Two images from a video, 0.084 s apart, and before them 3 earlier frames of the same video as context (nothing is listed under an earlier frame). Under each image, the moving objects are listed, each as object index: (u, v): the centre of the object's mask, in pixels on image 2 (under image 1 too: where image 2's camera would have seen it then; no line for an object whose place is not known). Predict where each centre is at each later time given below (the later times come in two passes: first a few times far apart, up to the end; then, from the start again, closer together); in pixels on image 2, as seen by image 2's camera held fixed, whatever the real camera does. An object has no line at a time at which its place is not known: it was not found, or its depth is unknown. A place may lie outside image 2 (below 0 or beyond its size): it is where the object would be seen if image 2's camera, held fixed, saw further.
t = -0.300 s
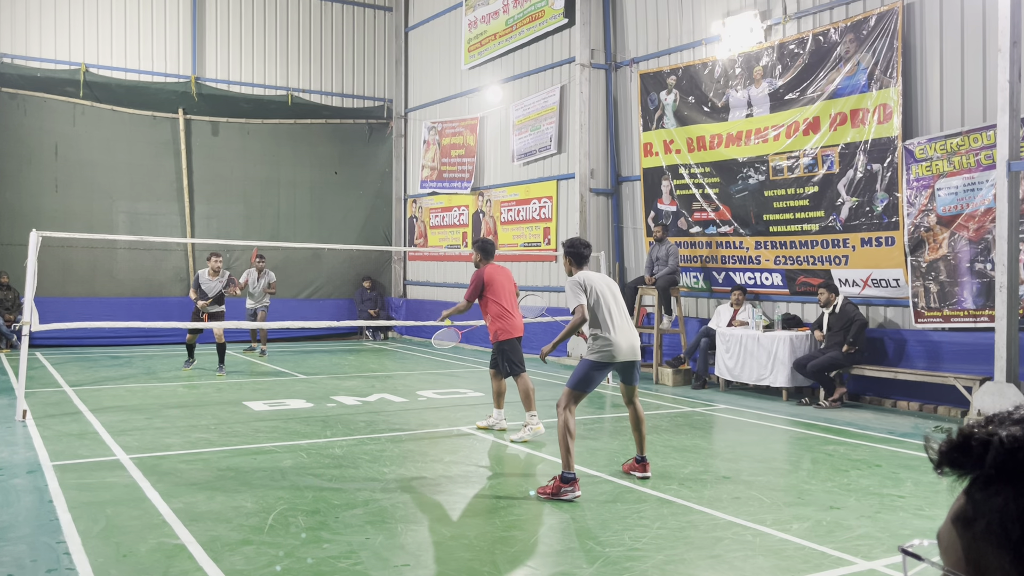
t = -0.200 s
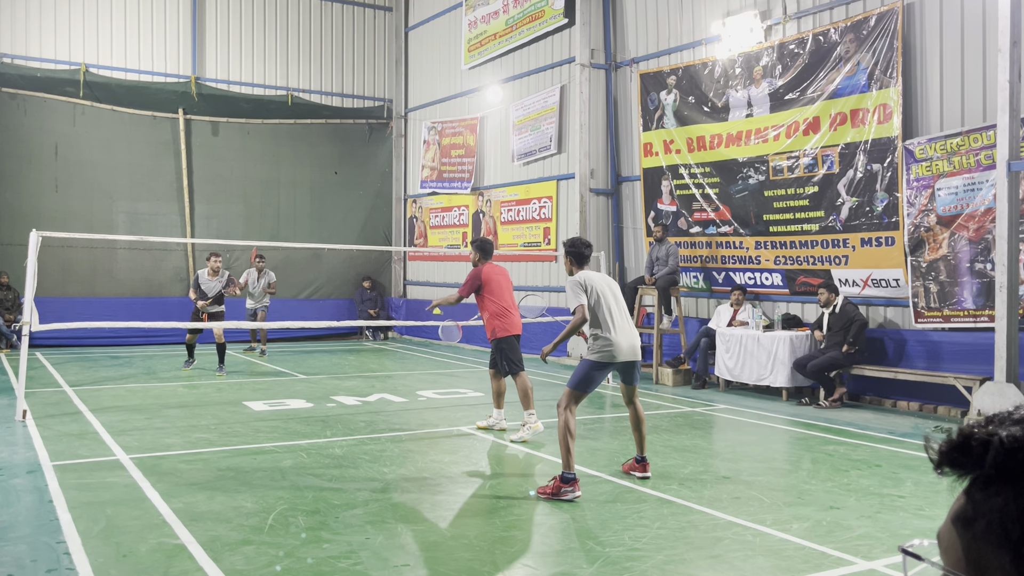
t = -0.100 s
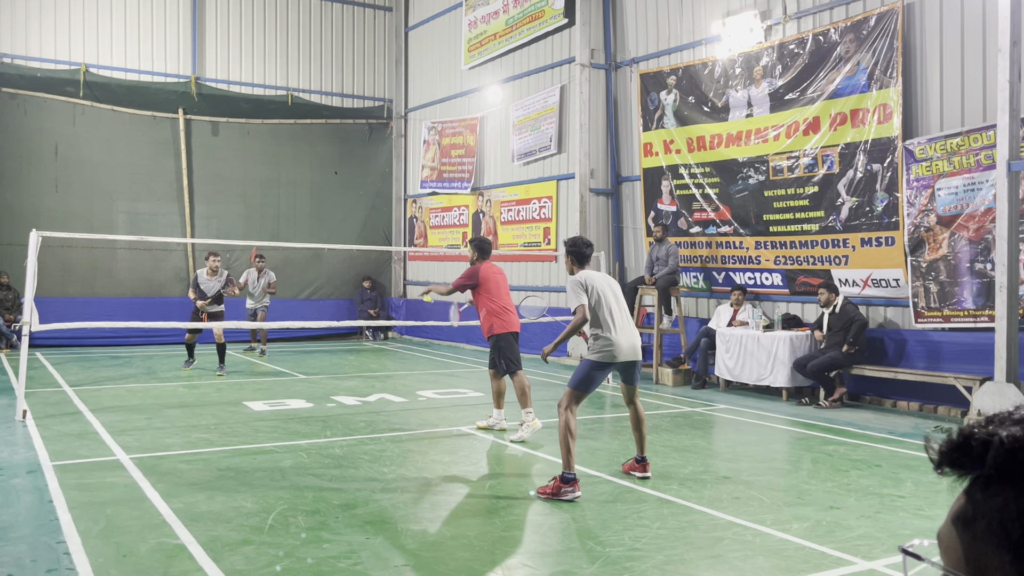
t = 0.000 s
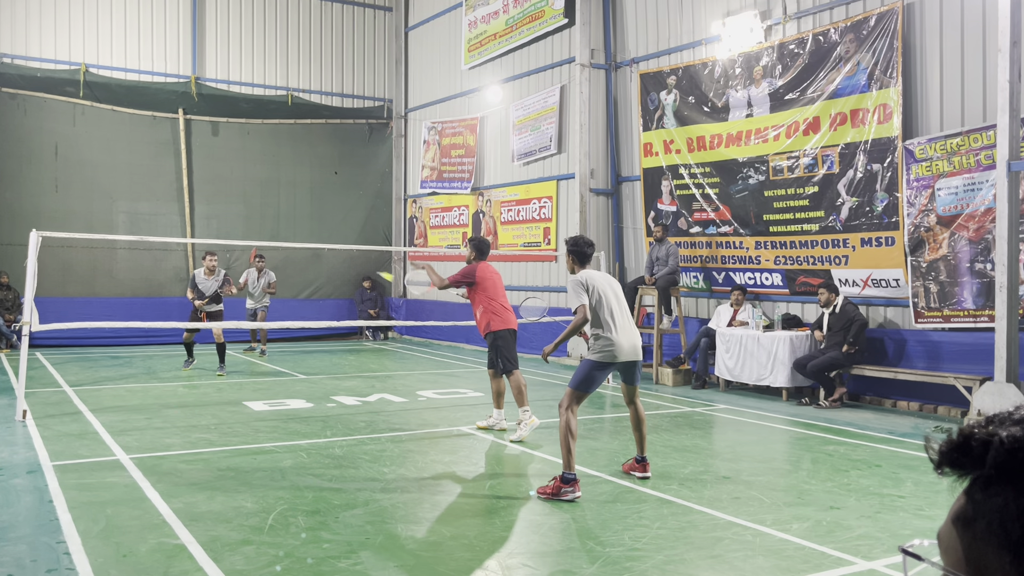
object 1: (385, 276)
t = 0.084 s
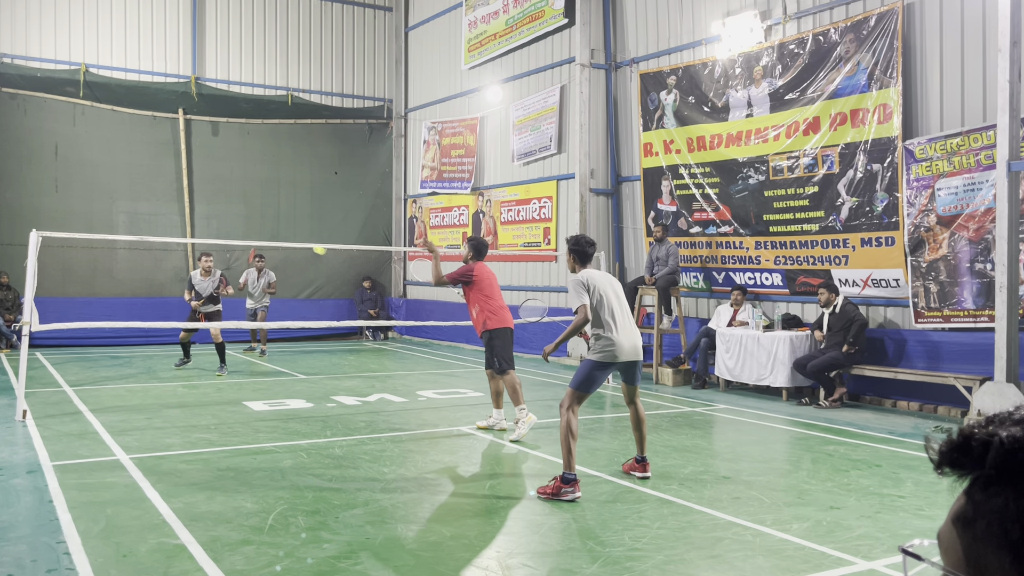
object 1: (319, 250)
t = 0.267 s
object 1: (219, 226)
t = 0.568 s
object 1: (119, 261)
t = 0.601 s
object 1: (111, 268)
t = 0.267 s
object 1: (219, 226)
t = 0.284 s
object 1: (212, 226)
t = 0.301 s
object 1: (205, 226)
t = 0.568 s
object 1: (119, 261)
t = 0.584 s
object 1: (115, 264)
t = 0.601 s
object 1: (111, 268)
